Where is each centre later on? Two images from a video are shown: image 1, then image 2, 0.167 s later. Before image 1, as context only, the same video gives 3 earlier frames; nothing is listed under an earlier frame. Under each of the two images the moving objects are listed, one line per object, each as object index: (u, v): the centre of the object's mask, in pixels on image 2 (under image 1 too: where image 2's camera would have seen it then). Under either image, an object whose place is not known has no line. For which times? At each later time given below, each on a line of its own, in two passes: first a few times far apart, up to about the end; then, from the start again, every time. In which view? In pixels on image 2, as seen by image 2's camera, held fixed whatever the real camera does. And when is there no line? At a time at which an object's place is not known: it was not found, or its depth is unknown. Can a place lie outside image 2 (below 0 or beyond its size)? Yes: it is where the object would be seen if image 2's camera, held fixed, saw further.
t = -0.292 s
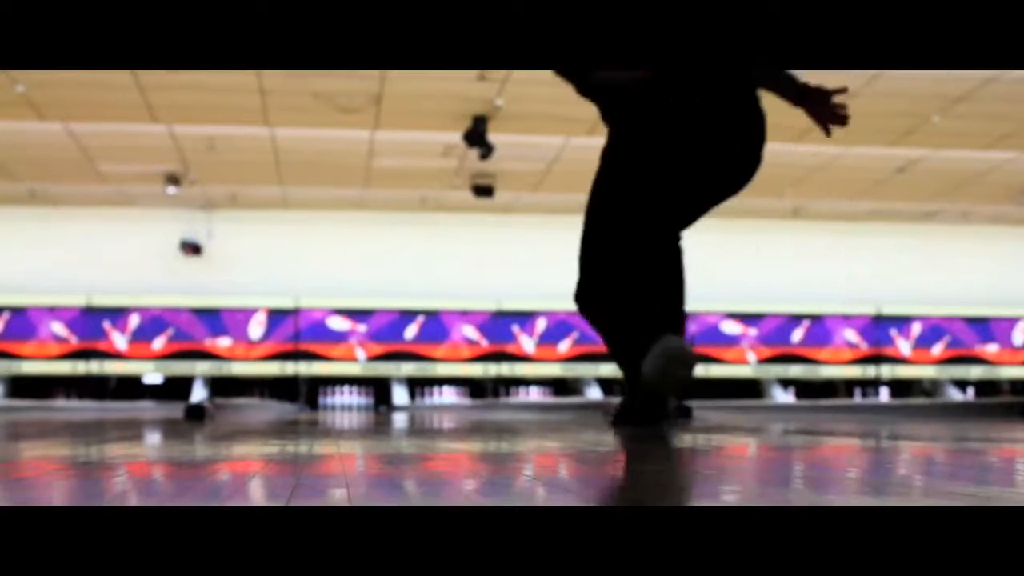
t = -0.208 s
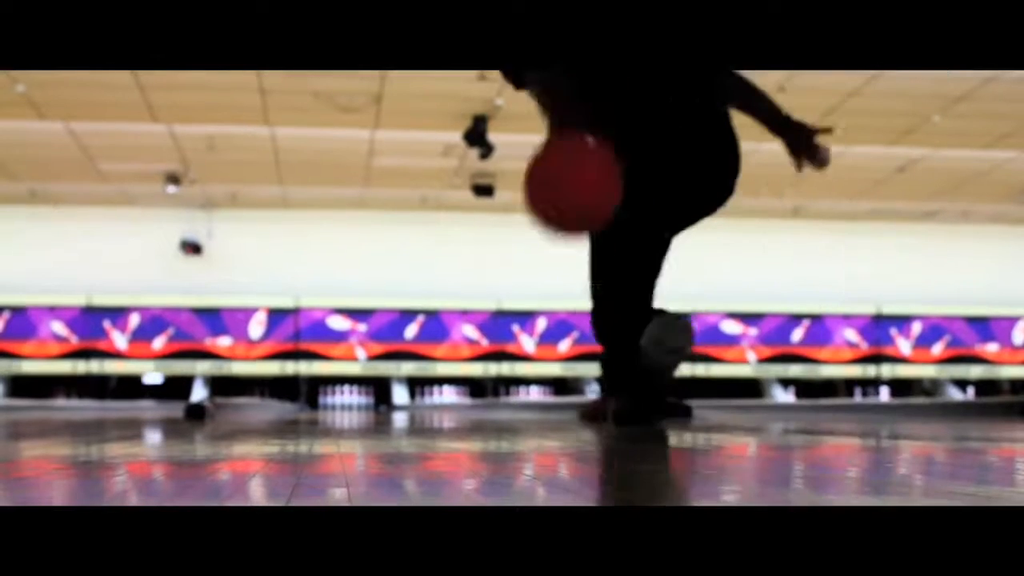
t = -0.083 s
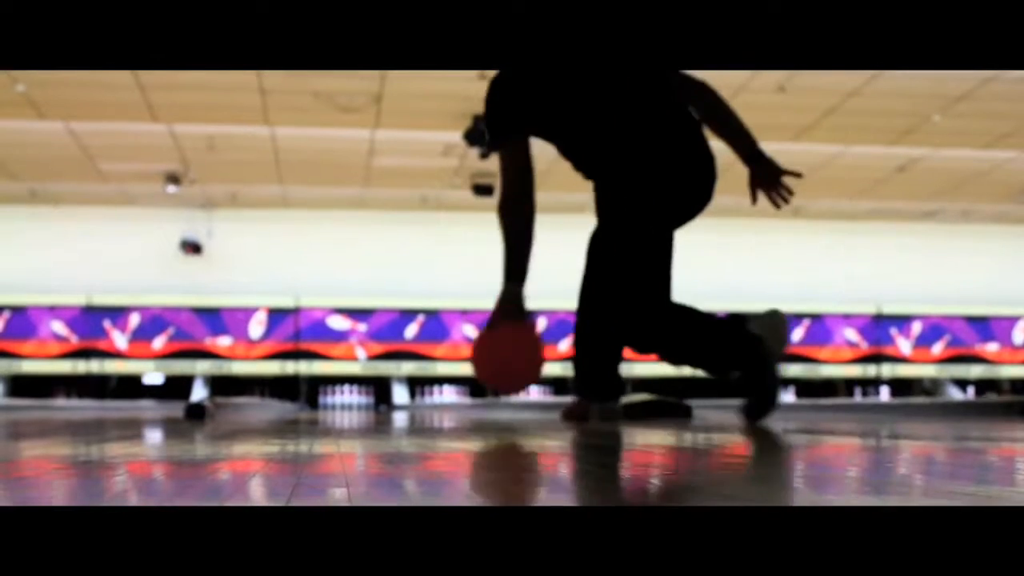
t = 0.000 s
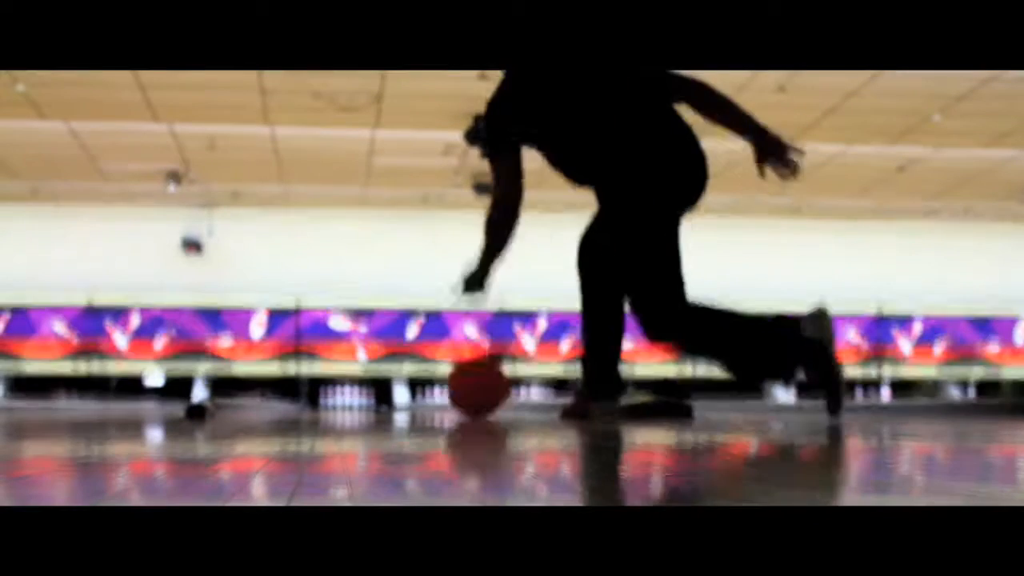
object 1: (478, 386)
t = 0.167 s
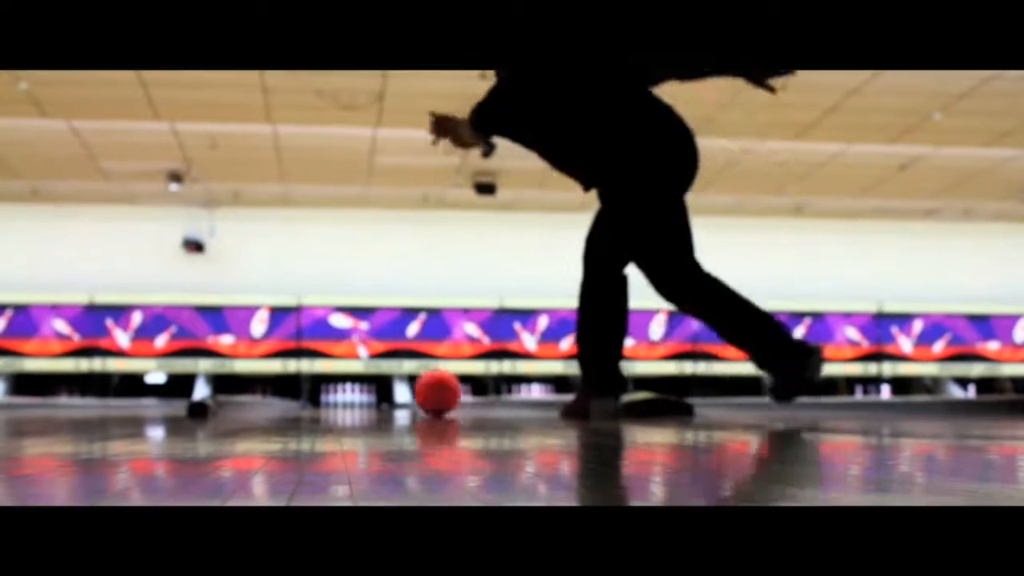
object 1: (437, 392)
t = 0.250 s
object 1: (424, 393)
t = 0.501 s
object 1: (397, 394)
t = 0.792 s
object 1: (380, 396)
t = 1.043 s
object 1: (370, 397)
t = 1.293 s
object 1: (364, 398)
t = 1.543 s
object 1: (358, 399)
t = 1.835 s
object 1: (352, 400)
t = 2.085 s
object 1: (350, 400)
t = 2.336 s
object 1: (345, 400)
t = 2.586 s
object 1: (346, 400)
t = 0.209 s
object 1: (431, 393)
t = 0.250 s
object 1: (424, 393)
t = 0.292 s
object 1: (419, 393)
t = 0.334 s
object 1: (413, 393)
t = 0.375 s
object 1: (408, 393)
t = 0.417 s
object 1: (405, 394)
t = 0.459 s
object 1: (400, 394)
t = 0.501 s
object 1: (397, 394)
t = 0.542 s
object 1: (394, 395)
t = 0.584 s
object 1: (391, 395)
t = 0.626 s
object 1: (387, 396)
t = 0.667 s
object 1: (385, 396)
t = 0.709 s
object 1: (383, 396)
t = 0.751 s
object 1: (382, 396)
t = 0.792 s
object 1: (380, 396)
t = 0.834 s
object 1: (378, 396)
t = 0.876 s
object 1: (376, 397)
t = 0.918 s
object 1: (374, 397)
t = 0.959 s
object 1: (373, 397)
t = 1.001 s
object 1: (371, 397)
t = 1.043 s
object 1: (370, 397)
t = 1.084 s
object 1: (369, 398)
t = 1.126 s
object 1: (367, 398)
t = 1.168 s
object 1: (366, 398)
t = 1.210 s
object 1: (365, 398)
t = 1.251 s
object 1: (364, 398)
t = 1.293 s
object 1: (364, 398)
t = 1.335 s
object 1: (362, 398)
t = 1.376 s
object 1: (361, 398)
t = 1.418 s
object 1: (361, 398)
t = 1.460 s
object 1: (360, 399)
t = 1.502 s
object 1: (359, 399)
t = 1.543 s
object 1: (358, 399)
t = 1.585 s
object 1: (357, 399)
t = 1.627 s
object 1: (356, 399)
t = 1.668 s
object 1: (354, 400)
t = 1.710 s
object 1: (354, 400)
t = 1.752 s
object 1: (354, 399)
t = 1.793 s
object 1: (353, 399)
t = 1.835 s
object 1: (352, 400)
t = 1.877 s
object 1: (351, 400)
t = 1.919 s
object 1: (351, 400)
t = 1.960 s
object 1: (350, 400)
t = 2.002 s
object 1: (350, 400)
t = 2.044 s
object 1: (350, 400)
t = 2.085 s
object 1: (350, 400)
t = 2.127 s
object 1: (349, 400)
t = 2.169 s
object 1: (349, 400)
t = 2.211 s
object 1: (348, 400)
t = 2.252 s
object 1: (348, 400)
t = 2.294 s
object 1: (347, 400)
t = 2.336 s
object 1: (345, 400)
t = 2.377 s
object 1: (344, 400)
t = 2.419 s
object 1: (344, 400)
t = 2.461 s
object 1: (345, 400)
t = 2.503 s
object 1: (345, 400)
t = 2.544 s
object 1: (346, 400)
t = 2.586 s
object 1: (346, 400)
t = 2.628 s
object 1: (347, 401)
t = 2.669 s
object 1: (347, 403)
